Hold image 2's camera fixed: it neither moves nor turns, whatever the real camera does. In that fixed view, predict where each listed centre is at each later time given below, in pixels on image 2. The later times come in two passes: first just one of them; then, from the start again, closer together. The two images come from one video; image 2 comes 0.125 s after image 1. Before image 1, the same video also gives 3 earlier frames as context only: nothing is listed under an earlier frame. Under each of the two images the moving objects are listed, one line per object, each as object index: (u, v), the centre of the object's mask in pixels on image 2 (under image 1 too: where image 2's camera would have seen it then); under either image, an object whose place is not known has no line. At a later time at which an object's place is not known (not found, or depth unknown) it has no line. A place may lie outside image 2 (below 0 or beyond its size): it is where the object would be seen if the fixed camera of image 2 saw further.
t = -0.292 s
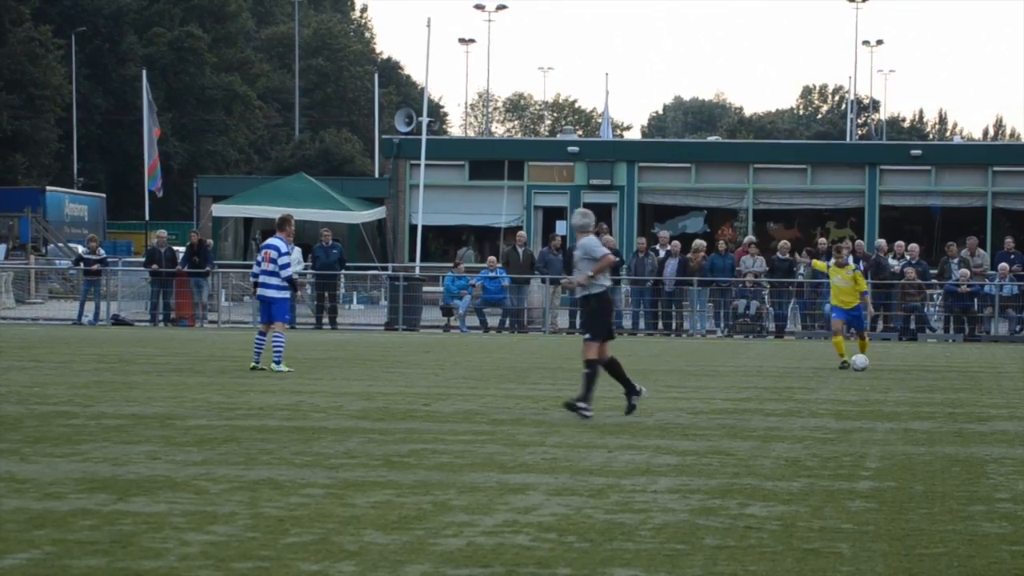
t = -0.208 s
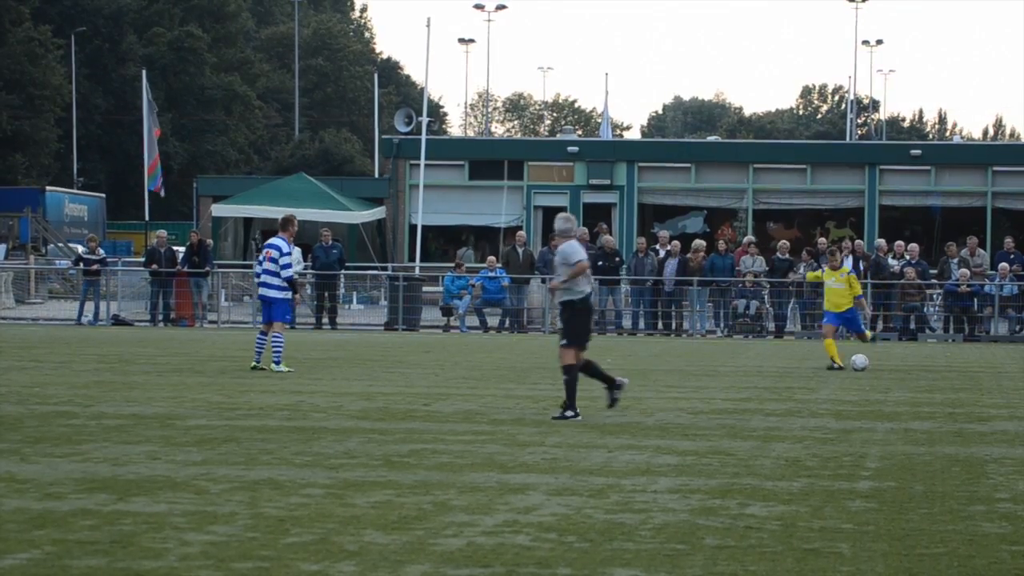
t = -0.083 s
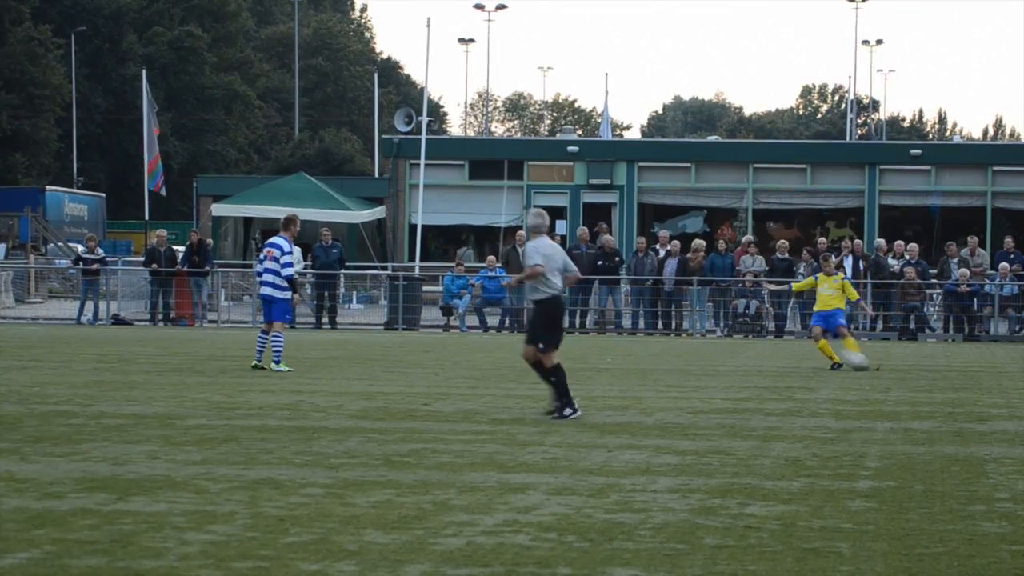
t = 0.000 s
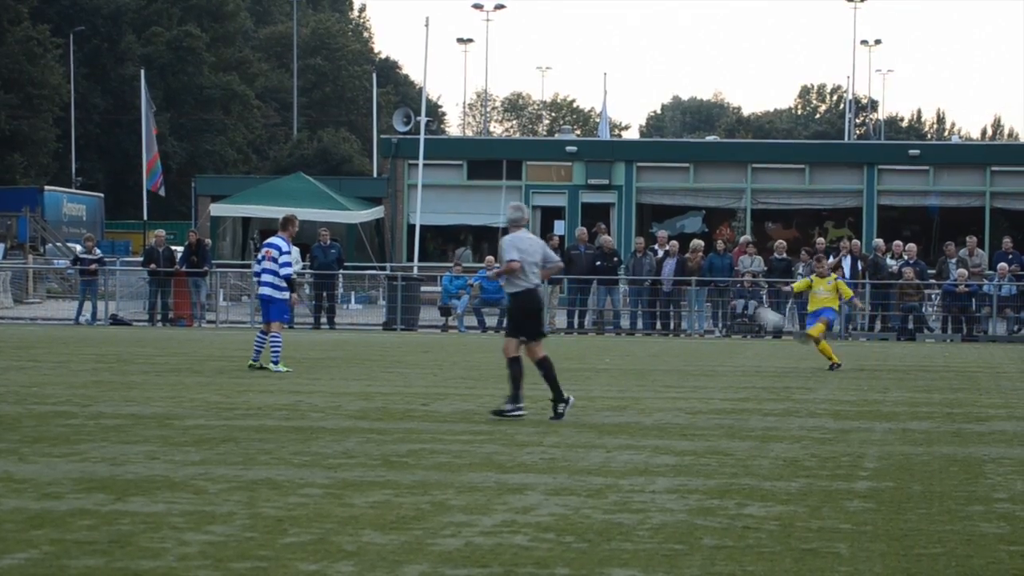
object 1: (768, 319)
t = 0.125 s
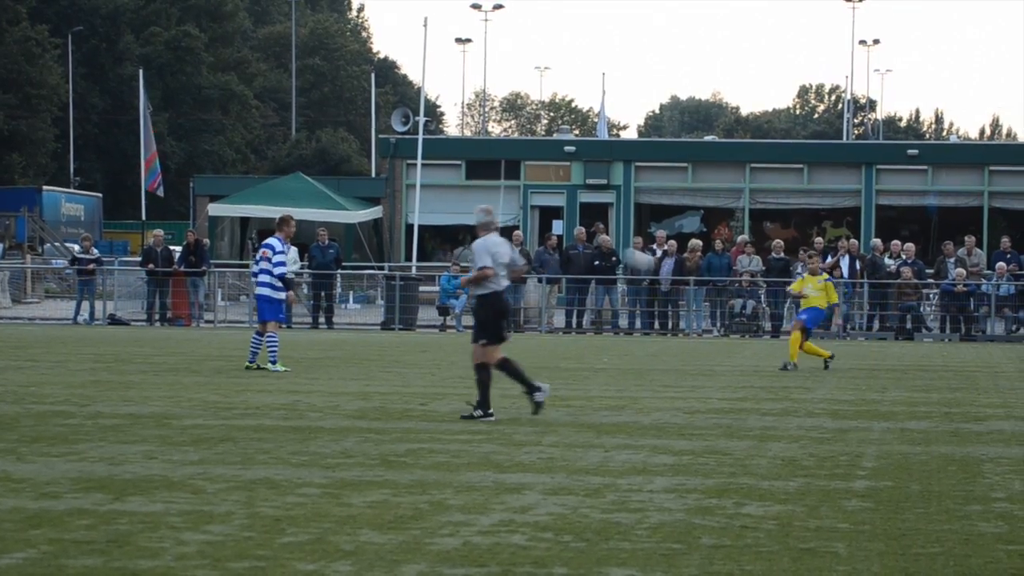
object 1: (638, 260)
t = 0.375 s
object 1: (348, 163)
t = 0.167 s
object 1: (595, 241)
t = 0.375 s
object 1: (348, 163)
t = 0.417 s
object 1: (296, 149)
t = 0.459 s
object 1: (248, 135)
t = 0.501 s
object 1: (195, 122)
